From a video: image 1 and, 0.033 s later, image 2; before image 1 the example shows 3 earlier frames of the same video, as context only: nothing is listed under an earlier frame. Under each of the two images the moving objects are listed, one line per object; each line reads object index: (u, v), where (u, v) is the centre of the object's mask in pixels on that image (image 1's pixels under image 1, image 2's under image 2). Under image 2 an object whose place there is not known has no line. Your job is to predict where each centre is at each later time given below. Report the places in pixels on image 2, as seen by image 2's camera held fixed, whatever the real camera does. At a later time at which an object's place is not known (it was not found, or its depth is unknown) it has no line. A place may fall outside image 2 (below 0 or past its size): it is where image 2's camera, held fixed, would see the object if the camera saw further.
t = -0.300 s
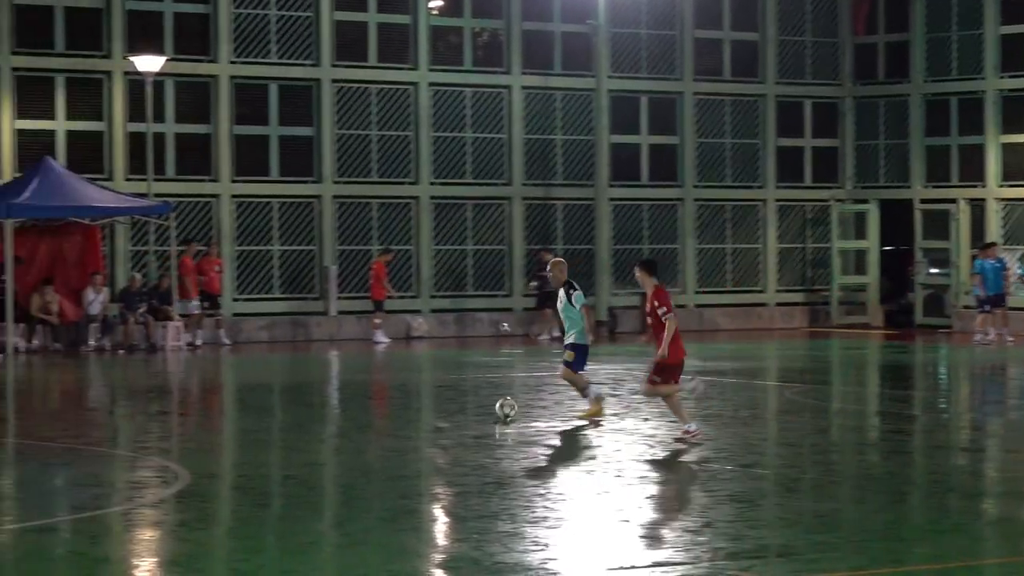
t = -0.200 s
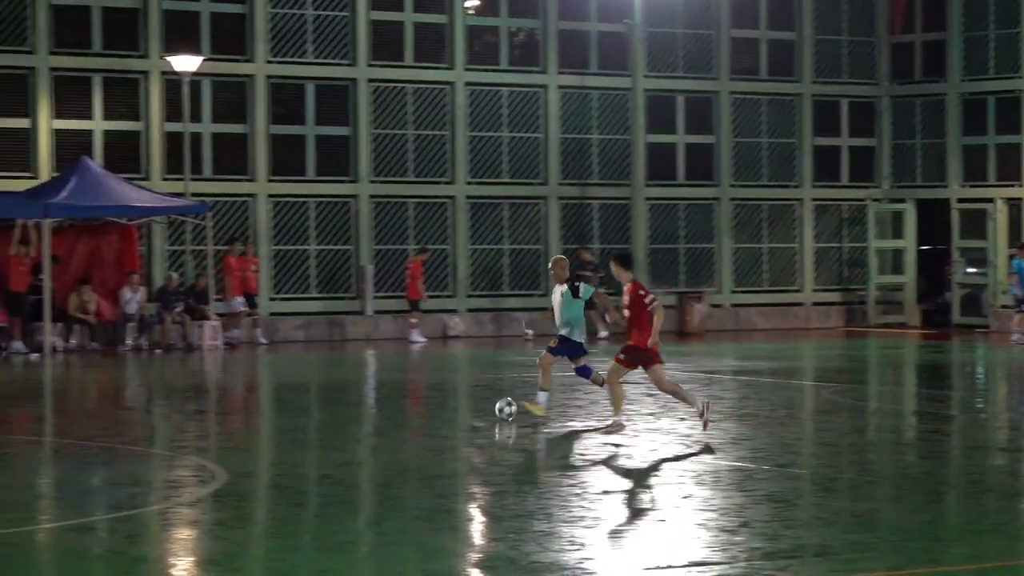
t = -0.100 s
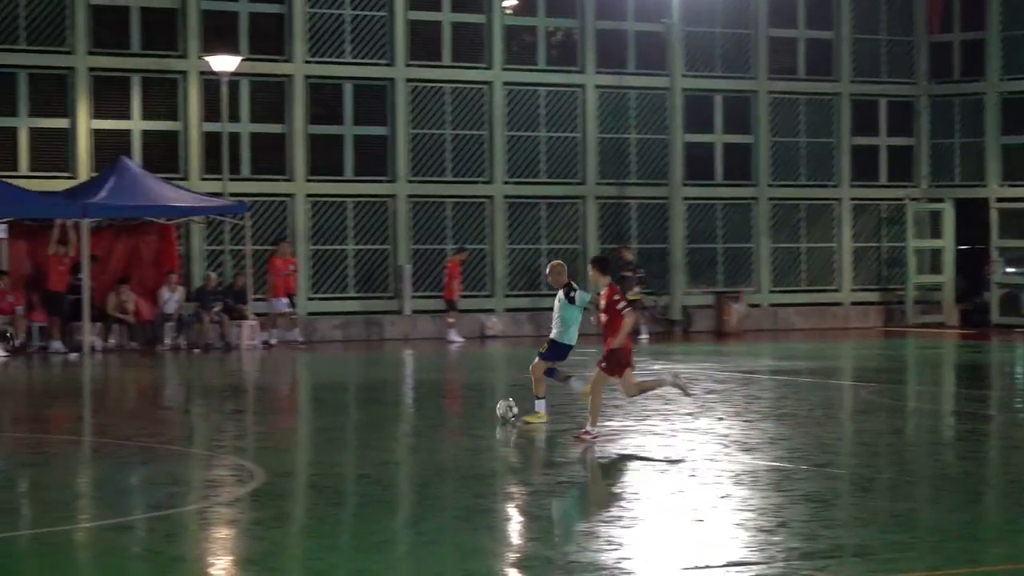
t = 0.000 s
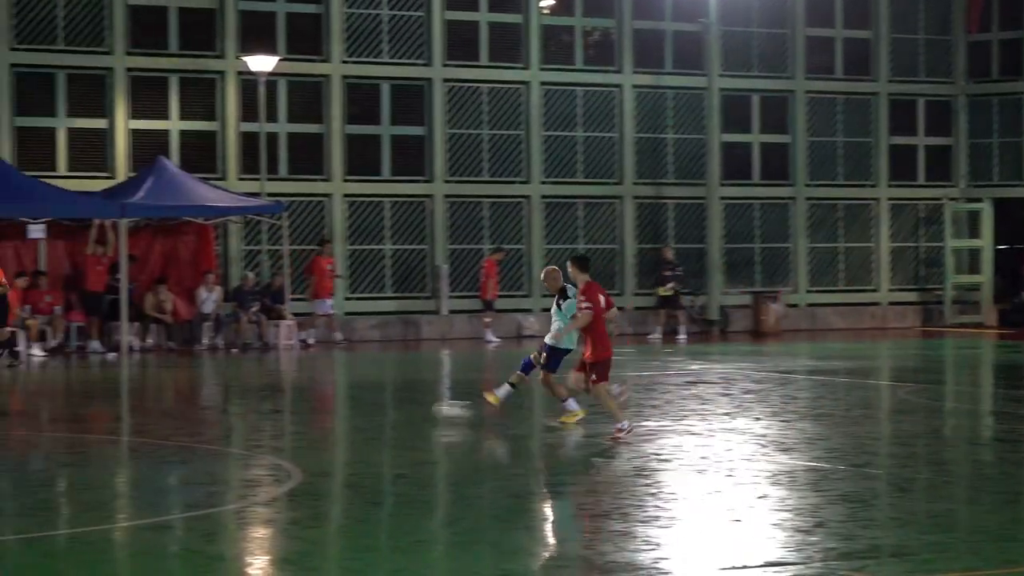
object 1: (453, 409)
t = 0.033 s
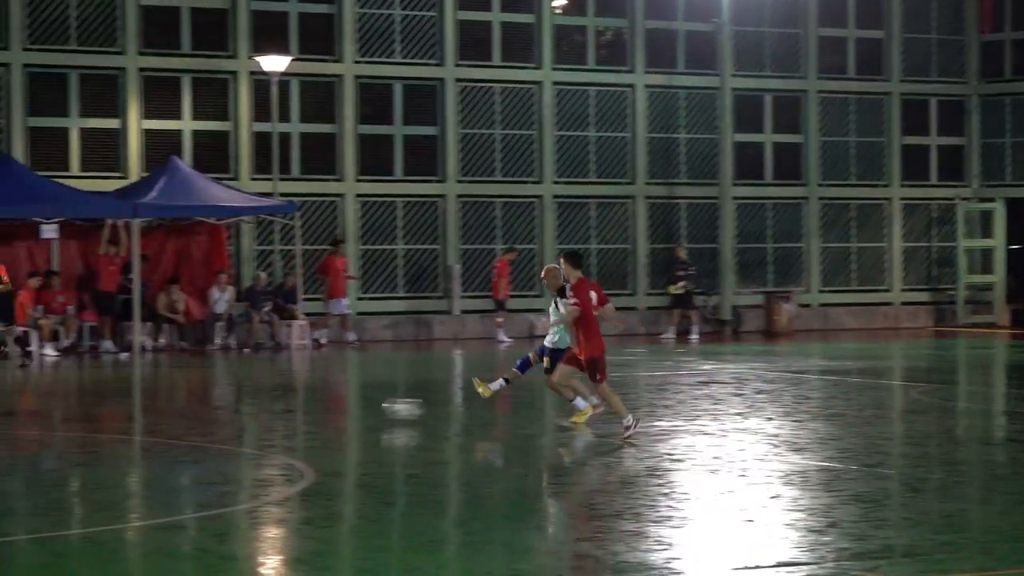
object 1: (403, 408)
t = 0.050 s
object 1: (374, 408)
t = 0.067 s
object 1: (341, 408)
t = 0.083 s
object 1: (309, 408)
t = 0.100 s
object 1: (277, 409)
